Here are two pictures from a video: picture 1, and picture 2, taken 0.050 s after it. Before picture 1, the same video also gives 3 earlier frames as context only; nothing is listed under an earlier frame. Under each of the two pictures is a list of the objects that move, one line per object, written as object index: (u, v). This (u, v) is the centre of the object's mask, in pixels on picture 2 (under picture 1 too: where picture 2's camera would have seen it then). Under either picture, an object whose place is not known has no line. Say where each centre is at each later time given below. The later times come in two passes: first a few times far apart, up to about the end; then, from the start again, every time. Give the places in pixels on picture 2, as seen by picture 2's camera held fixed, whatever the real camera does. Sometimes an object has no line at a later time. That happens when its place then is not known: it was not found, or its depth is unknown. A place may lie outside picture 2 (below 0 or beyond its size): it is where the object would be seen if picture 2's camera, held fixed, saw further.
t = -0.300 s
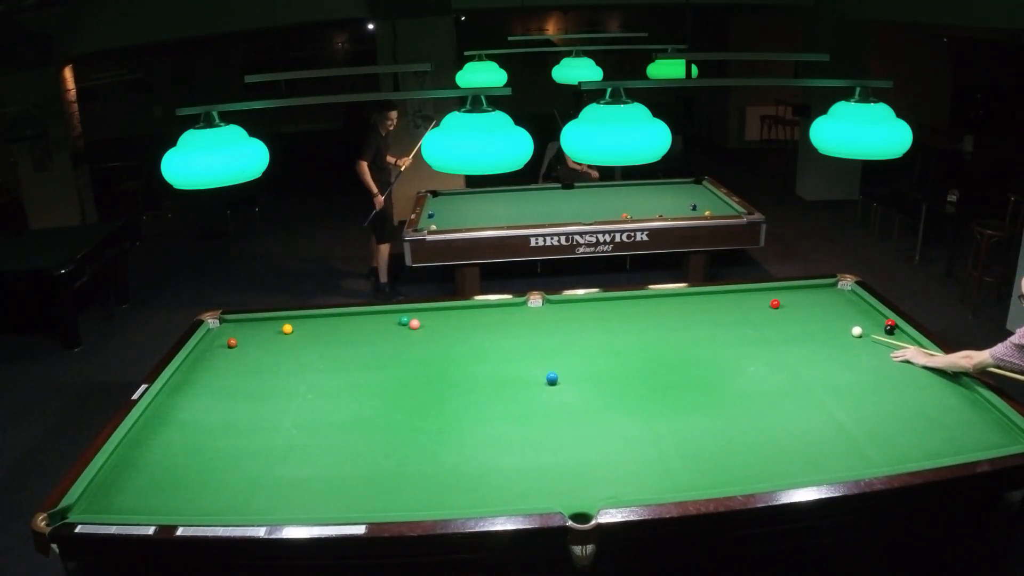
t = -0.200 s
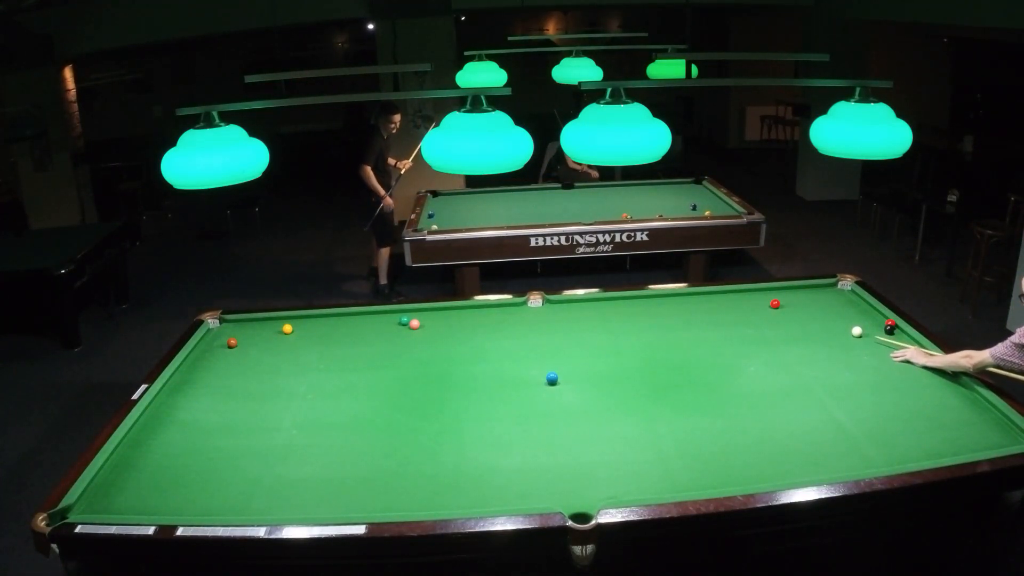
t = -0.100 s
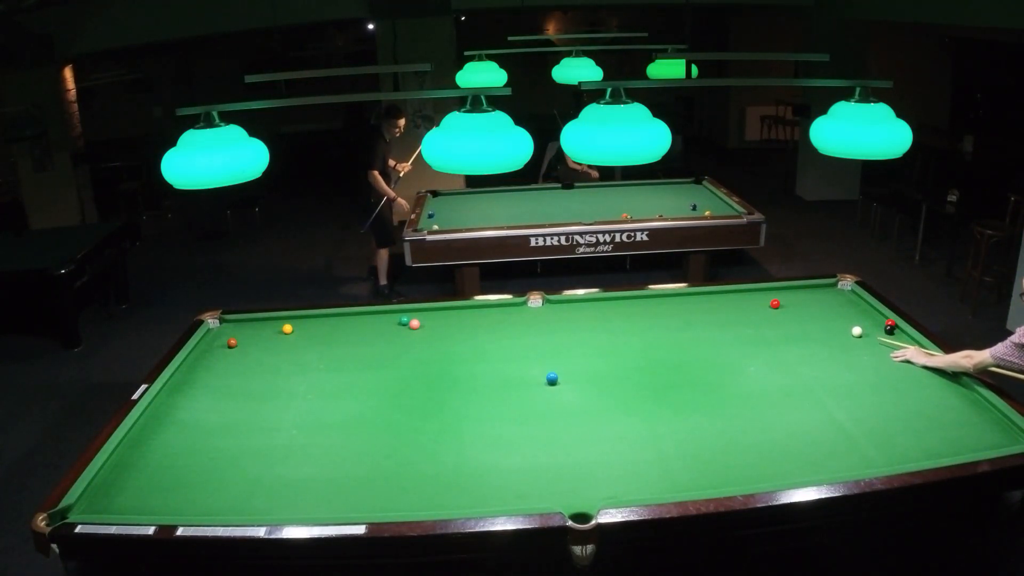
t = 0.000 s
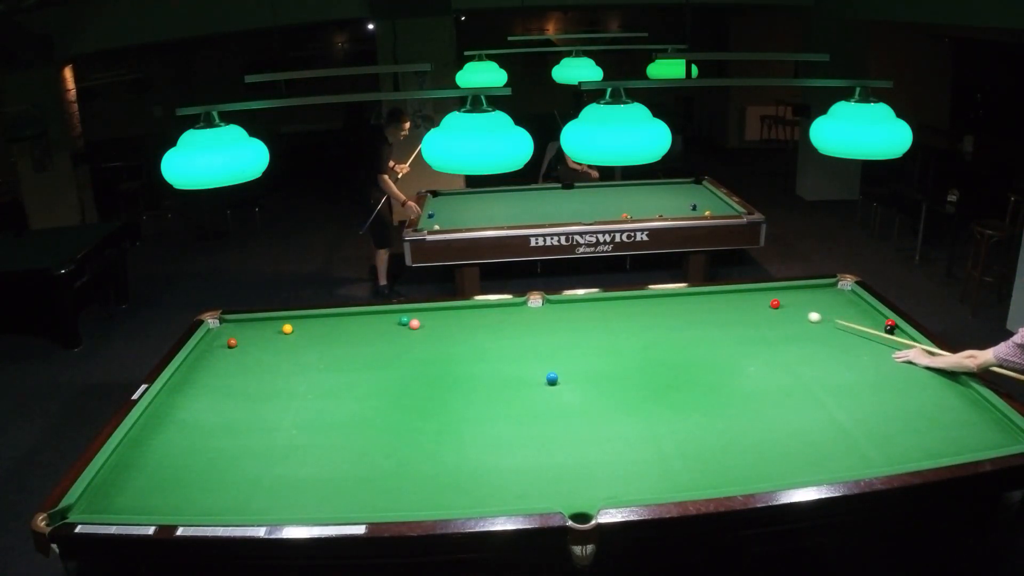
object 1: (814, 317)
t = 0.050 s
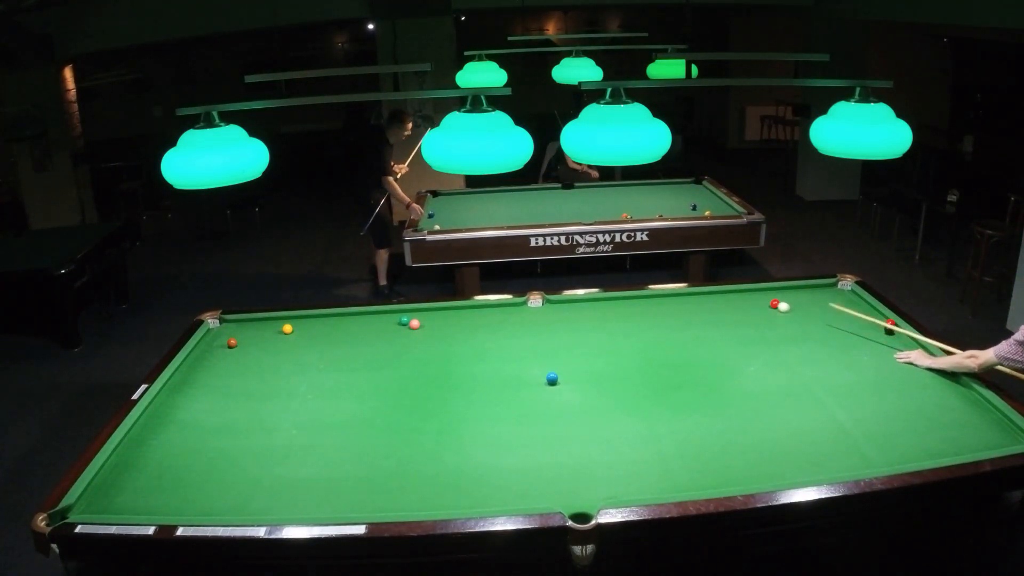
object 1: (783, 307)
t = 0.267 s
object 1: (770, 308)
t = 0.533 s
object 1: (757, 309)
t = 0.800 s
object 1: (745, 310)
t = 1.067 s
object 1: (733, 311)
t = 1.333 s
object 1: (724, 312)
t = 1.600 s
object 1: (715, 313)
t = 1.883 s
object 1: (706, 313)
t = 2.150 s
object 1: (699, 314)
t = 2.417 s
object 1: (694, 315)
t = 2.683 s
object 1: (689, 315)
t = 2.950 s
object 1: (686, 316)
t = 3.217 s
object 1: (683, 316)
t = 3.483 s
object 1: (683, 316)
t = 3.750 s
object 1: (683, 316)
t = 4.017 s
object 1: (683, 316)
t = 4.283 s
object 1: (683, 316)
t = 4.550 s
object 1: (683, 316)
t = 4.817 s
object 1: (683, 316)
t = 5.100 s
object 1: (683, 316)
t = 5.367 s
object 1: (683, 316)
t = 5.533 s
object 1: (683, 316)
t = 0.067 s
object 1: (781, 307)
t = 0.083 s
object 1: (780, 307)
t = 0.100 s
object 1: (779, 307)
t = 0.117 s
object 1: (778, 307)
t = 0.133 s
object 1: (777, 307)
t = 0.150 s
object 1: (776, 307)
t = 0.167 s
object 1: (775, 307)
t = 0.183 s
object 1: (774, 307)
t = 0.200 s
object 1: (773, 307)
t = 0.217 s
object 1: (772, 307)
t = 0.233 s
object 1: (772, 308)
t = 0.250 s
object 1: (771, 308)
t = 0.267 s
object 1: (770, 308)
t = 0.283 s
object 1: (769, 308)
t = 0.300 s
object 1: (768, 308)
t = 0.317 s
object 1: (767, 308)
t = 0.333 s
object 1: (766, 308)
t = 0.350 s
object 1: (766, 308)
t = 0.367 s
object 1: (765, 308)
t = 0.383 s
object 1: (764, 308)
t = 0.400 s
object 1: (763, 308)
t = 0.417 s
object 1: (762, 308)
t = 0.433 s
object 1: (761, 308)
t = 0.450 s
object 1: (761, 308)
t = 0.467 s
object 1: (760, 308)
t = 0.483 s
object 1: (759, 308)
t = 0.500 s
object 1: (758, 308)
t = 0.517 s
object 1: (757, 309)
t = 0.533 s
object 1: (757, 309)
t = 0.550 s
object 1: (756, 309)
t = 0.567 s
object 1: (755, 309)
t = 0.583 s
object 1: (754, 309)
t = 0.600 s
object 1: (754, 309)
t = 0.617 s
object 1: (753, 309)
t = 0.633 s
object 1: (752, 309)
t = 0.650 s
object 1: (751, 309)
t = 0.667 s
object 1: (751, 309)
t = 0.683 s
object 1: (750, 309)
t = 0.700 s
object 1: (749, 309)
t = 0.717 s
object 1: (748, 309)
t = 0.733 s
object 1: (747, 309)
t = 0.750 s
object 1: (747, 309)
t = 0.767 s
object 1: (746, 310)
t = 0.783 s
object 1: (745, 310)
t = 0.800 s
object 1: (745, 310)
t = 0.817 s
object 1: (744, 310)
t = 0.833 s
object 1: (743, 310)
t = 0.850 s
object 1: (742, 310)
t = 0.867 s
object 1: (742, 310)
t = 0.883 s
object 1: (741, 310)
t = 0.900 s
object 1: (740, 310)
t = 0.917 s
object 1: (740, 310)
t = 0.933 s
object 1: (739, 310)
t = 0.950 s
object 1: (738, 310)
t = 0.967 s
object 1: (738, 310)
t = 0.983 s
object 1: (737, 310)
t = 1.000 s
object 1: (736, 311)
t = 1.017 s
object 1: (736, 311)
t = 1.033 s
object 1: (735, 311)
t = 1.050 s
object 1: (734, 311)
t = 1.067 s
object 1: (733, 311)
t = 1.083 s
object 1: (733, 311)
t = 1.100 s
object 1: (732, 311)
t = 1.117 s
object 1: (731, 311)
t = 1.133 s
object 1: (731, 311)
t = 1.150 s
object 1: (730, 311)
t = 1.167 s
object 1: (730, 311)
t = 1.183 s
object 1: (729, 311)
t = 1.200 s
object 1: (728, 311)
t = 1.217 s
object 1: (728, 311)
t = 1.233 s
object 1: (727, 311)
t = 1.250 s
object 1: (726, 311)
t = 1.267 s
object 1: (726, 311)
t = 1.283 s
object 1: (725, 311)
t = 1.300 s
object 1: (725, 312)
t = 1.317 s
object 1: (724, 312)
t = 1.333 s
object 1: (724, 312)
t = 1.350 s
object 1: (723, 312)
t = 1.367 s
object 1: (722, 312)
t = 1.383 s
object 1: (722, 312)
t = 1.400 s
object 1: (721, 312)
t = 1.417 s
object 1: (721, 312)
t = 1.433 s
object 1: (720, 312)
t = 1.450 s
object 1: (719, 312)
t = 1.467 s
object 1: (719, 312)
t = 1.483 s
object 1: (718, 312)
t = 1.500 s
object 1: (718, 312)
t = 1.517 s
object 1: (717, 312)
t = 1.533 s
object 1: (717, 312)
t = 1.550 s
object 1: (716, 312)
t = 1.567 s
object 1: (715, 313)
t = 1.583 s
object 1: (715, 313)
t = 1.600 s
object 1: (715, 313)
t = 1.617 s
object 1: (714, 313)
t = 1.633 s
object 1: (714, 313)
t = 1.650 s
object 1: (713, 313)
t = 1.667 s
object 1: (713, 313)
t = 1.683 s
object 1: (712, 313)
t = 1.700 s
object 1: (711, 313)
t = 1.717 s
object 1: (711, 313)
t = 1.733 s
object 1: (710, 313)
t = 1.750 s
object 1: (710, 313)
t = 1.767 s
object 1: (709, 313)
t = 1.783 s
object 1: (709, 313)
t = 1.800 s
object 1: (708, 313)
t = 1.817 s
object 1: (708, 313)
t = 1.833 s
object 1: (707, 313)
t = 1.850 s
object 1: (707, 313)
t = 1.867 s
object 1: (707, 313)
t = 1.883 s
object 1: (706, 313)
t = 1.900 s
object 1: (706, 313)
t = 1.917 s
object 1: (705, 313)
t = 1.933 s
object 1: (705, 313)
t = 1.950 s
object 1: (704, 313)
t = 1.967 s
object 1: (704, 314)
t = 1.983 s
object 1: (704, 314)
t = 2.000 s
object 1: (703, 314)
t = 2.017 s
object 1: (703, 314)
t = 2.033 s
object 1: (702, 314)
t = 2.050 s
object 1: (702, 314)
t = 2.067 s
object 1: (701, 314)
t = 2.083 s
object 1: (701, 314)
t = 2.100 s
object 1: (700, 314)
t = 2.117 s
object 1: (700, 314)
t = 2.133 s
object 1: (700, 314)
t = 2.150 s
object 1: (699, 314)
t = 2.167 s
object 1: (699, 314)
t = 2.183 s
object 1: (699, 314)
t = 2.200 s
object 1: (698, 314)
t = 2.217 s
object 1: (698, 314)
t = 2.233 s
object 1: (697, 314)
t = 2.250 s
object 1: (697, 314)
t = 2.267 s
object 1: (697, 314)
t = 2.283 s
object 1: (696, 314)
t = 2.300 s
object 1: (696, 314)
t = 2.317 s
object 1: (696, 314)
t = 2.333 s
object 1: (695, 315)
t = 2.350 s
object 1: (695, 315)
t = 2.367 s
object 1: (695, 315)
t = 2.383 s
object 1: (694, 315)
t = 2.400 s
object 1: (694, 315)
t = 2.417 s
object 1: (694, 315)
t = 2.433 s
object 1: (693, 315)
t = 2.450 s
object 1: (693, 315)
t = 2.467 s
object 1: (693, 315)
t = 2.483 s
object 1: (692, 315)
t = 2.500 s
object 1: (692, 315)
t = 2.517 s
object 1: (692, 315)
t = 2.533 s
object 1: (692, 315)
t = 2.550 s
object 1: (691, 315)
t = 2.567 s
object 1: (691, 315)
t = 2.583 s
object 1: (691, 315)
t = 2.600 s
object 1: (690, 315)
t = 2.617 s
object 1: (690, 315)
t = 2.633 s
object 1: (690, 315)
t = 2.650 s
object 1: (689, 315)
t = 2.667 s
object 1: (689, 315)
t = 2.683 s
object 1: (689, 315)
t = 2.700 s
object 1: (689, 315)
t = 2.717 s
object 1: (688, 315)
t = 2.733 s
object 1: (688, 315)
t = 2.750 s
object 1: (688, 315)
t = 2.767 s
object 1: (688, 315)
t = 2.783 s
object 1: (688, 315)
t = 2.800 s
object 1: (687, 315)
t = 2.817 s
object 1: (687, 315)
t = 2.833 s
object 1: (687, 315)
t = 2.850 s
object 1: (687, 316)
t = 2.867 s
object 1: (687, 316)
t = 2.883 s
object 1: (686, 316)
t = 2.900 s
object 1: (686, 316)
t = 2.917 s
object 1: (686, 316)
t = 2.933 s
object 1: (686, 316)
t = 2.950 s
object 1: (686, 316)
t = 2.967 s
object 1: (685, 316)
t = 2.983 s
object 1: (685, 316)
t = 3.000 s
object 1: (685, 316)
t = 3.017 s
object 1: (685, 316)
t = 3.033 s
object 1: (685, 316)
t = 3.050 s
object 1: (685, 316)
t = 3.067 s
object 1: (684, 316)
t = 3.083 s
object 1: (684, 316)
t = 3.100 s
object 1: (684, 316)
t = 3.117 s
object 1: (684, 316)
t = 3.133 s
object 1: (684, 316)
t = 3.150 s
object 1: (684, 316)
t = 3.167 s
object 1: (684, 316)
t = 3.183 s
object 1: (684, 316)
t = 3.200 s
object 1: (684, 316)
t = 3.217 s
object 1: (683, 316)
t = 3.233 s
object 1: (683, 316)
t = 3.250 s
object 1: (683, 316)
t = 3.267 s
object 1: (683, 316)
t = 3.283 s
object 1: (683, 316)
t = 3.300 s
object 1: (683, 316)
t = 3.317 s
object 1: (683, 316)
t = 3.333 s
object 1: (683, 316)
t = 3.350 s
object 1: (683, 316)
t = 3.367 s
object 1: (683, 316)
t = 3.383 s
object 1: (683, 316)
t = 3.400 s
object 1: (683, 316)
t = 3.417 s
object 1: (683, 316)
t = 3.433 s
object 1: (683, 316)
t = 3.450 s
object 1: (683, 316)
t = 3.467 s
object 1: (683, 316)
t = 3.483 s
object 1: (683, 316)
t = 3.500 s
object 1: (683, 316)
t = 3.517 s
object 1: (683, 316)
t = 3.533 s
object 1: (683, 316)
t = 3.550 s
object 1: (683, 316)
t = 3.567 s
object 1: (683, 316)
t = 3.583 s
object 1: (683, 316)
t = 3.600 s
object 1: (683, 316)
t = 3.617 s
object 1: (683, 316)
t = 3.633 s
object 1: (683, 316)
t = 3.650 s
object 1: (683, 316)
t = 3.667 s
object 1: (683, 316)
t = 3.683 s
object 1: (683, 316)
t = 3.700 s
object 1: (683, 316)
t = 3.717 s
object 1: (683, 316)
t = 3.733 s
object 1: (683, 316)
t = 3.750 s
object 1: (683, 316)
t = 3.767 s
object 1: (683, 316)
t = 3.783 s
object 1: (683, 316)
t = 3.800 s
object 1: (683, 316)
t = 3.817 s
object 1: (683, 316)
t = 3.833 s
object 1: (683, 316)
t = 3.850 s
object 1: (683, 316)
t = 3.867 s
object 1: (683, 316)
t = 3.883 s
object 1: (683, 316)
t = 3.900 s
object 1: (683, 316)
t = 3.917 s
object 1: (683, 316)
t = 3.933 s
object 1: (683, 316)
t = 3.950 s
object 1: (683, 316)
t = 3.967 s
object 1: (683, 316)
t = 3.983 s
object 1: (683, 316)
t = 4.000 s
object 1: (683, 316)
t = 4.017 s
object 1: (683, 316)
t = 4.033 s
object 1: (683, 316)
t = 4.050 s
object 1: (683, 316)
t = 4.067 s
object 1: (683, 316)
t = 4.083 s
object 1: (683, 316)
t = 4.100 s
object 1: (683, 316)
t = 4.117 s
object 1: (683, 316)
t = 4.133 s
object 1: (683, 316)
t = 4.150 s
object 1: (683, 316)
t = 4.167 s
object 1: (683, 316)
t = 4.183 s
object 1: (683, 316)
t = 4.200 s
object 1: (683, 316)
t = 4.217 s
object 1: (683, 316)
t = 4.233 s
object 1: (683, 316)
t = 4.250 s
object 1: (683, 316)
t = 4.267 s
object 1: (683, 316)
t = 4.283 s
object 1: (683, 316)
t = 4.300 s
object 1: (683, 316)
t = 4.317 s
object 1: (683, 316)
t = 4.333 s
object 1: (683, 316)
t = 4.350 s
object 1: (683, 316)
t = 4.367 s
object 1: (683, 316)
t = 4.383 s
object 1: (683, 316)
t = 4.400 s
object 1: (682, 316)
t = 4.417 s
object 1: (682, 316)
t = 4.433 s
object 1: (683, 316)
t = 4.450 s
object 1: (683, 316)
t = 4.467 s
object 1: (683, 316)
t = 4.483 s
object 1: (683, 316)
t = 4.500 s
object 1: (683, 316)
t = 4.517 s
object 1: (683, 316)
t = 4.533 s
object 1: (683, 316)
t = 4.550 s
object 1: (683, 316)
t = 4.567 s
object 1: (683, 316)
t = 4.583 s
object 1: (683, 316)
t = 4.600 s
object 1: (683, 316)
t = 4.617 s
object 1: (683, 316)
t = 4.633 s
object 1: (683, 316)
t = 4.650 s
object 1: (683, 316)
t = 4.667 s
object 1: (683, 316)
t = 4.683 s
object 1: (683, 316)
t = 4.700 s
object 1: (683, 316)
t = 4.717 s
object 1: (683, 316)
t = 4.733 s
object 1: (683, 316)
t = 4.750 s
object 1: (683, 316)
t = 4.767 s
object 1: (683, 316)
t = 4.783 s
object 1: (683, 316)
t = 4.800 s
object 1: (683, 316)
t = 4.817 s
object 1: (683, 316)
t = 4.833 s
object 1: (683, 316)
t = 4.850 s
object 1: (683, 316)
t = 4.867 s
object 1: (683, 316)
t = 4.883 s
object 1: (683, 316)
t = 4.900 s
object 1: (683, 316)
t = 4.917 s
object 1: (683, 316)
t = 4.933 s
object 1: (683, 316)
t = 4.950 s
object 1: (683, 316)
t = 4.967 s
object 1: (683, 316)
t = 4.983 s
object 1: (683, 316)
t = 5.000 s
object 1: (683, 316)
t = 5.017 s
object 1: (683, 316)
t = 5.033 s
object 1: (682, 316)
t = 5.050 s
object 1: (683, 316)
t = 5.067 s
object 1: (683, 316)
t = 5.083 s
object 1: (683, 316)
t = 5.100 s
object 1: (683, 316)
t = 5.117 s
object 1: (683, 316)
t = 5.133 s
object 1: (683, 316)
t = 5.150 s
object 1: (683, 316)
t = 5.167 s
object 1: (683, 316)
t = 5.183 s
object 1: (683, 316)
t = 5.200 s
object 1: (683, 316)
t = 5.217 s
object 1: (683, 316)
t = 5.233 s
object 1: (683, 316)
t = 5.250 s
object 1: (683, 316)
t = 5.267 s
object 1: (683, 316)
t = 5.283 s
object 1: (683, 316)
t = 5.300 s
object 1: (683, 316)
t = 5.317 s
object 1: (683, 316)
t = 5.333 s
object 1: (683, 316)
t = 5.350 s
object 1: (683, 316)
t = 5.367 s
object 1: (683, 316)
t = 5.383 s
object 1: (682, 316)
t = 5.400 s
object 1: (682, 316)
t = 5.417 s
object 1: (682, 316)
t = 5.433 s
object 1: (683, 316)
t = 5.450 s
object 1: (683, 316)
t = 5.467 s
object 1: (682, 316)
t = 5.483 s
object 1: (683, 316)
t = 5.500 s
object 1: (683, 316)
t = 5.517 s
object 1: (683, 316)
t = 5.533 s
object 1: (683, 316)
